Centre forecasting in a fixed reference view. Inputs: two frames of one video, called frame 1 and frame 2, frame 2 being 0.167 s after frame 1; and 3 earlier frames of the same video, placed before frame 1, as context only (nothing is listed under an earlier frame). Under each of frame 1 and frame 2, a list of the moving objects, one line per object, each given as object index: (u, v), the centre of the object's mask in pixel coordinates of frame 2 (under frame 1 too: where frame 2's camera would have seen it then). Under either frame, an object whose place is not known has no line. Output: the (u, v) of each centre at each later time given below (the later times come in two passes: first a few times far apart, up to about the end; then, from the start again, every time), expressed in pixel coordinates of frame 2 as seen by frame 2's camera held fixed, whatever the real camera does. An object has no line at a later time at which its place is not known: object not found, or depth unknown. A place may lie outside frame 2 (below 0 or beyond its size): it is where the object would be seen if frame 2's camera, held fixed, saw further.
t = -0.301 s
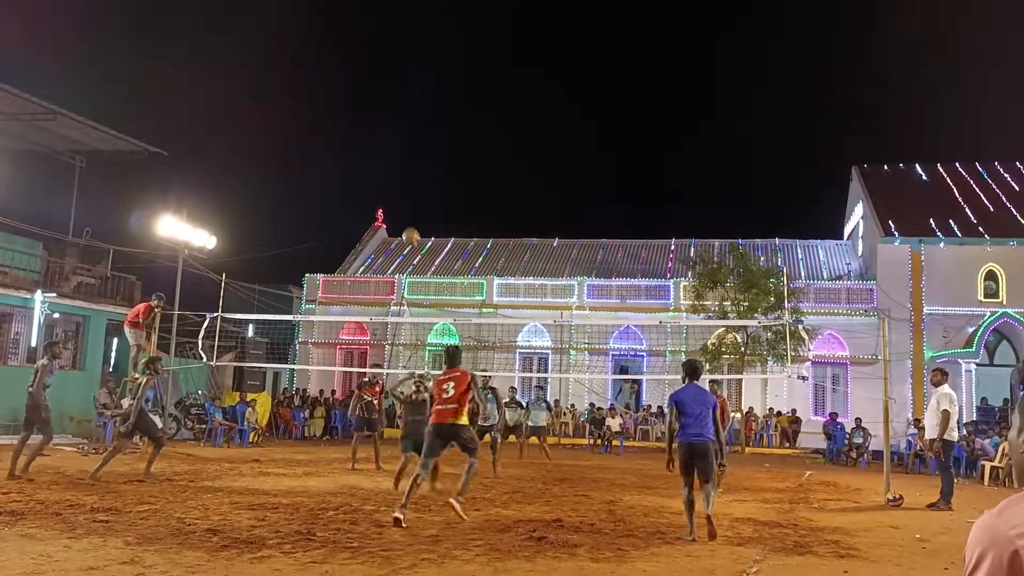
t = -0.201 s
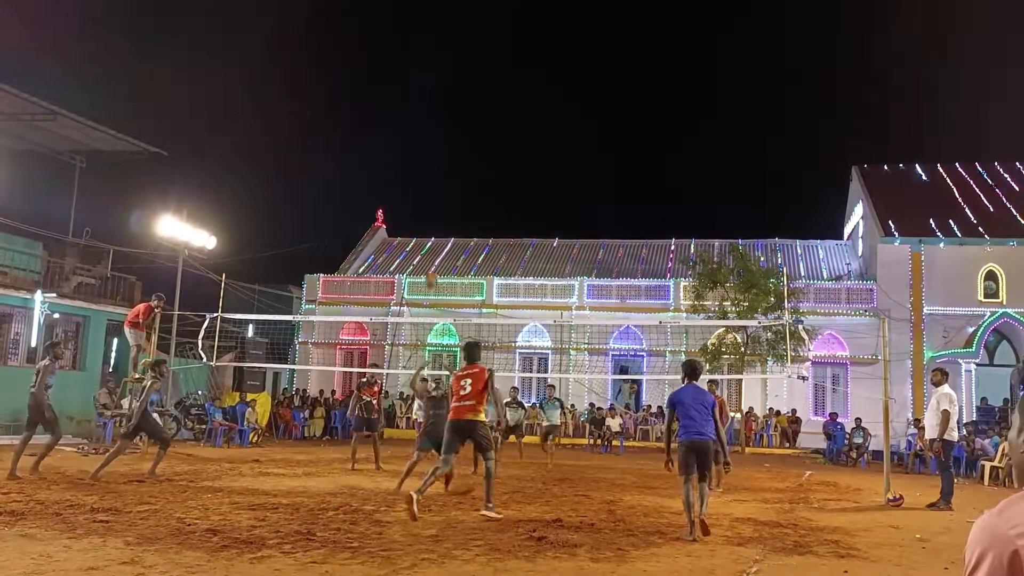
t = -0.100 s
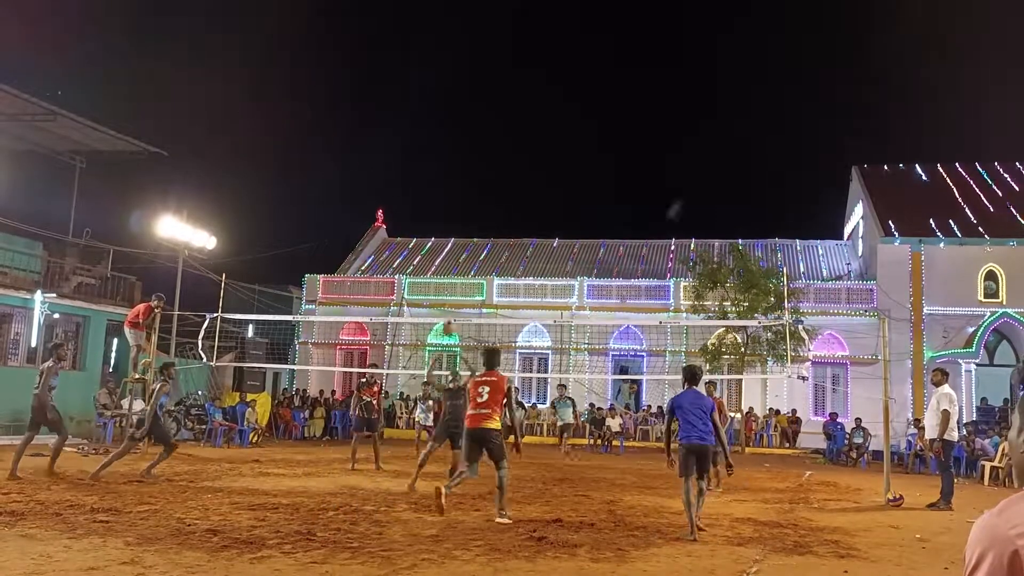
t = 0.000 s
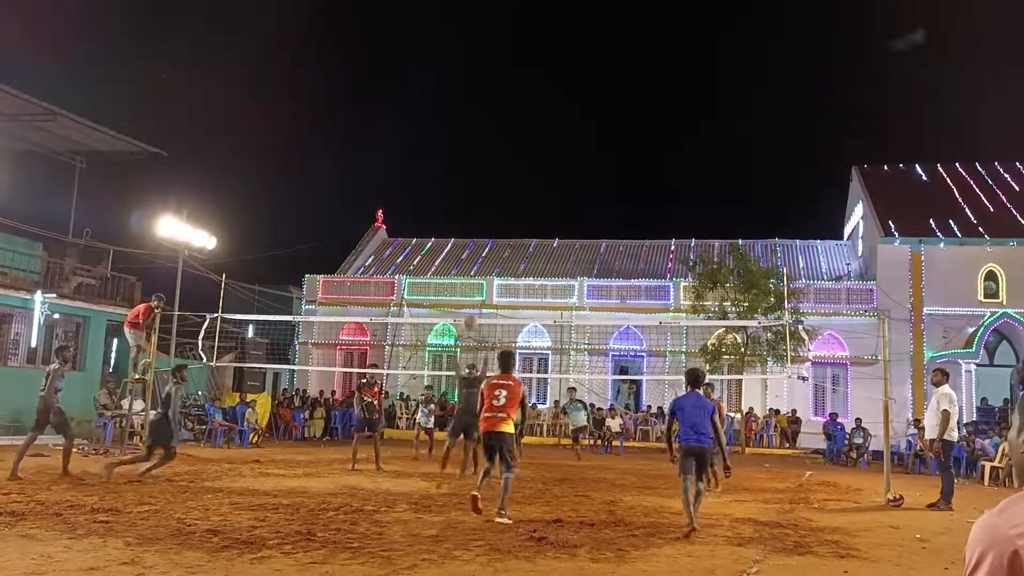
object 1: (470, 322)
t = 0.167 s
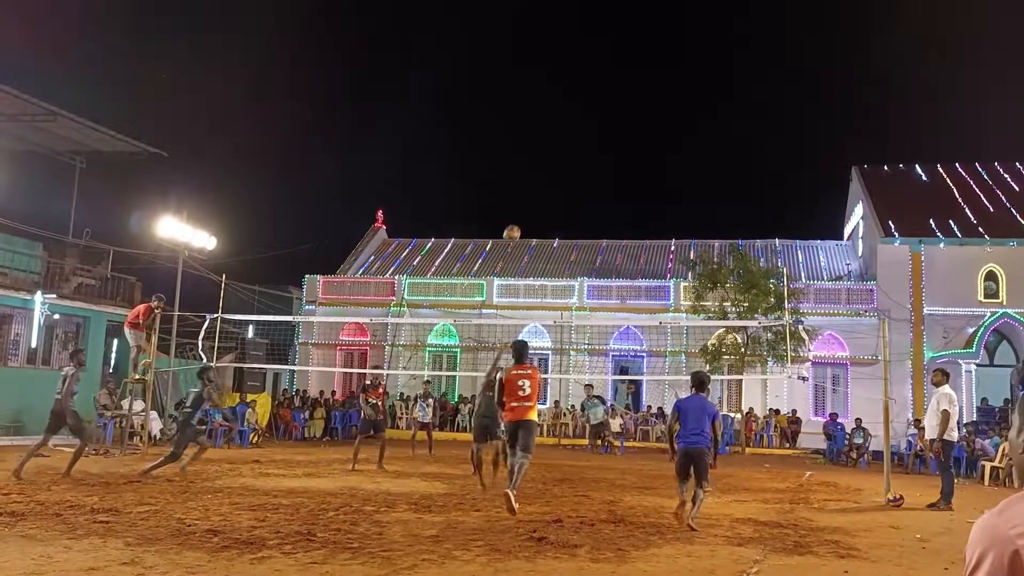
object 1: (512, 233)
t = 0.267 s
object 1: (535, 192)
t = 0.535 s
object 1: (595, 116)
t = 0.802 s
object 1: (652, 92)
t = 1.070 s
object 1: (709, 120)
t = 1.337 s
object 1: (764, 201)
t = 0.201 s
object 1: (519, 220)
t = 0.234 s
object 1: (527, 206)
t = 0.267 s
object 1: (535, 192)
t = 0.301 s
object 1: (543, 180)
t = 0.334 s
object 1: (550, 168)
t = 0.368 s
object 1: (557, 158)
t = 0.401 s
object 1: (565, 147)
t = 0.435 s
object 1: (572, 138)
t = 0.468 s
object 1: (580, 130)
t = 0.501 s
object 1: (587, 123)
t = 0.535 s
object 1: (595, 116)
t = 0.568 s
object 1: (602, 110)
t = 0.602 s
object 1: (609, 106)
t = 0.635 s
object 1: (616, 101)
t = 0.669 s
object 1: (624, 98)
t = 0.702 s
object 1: (631, 95)
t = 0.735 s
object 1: (638, 94)
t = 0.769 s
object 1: (645, 92)
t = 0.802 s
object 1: (652, 92)
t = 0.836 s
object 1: (659, 93)
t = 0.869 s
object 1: (666, 94)
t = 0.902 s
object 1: (674, 97)
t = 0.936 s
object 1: (681, 99)
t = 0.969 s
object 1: (687, 103)
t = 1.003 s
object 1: (695, 108)
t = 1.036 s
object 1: (702, 114)
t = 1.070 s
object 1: (709, 120)
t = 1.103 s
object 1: (716, 127)
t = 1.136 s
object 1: (722, 135)
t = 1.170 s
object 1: (729, 144)
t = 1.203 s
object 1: (737, 154)
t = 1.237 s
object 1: (744, 164)
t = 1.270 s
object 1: (750, 176)
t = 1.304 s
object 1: (757, 188)
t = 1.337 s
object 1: (764, 201)
